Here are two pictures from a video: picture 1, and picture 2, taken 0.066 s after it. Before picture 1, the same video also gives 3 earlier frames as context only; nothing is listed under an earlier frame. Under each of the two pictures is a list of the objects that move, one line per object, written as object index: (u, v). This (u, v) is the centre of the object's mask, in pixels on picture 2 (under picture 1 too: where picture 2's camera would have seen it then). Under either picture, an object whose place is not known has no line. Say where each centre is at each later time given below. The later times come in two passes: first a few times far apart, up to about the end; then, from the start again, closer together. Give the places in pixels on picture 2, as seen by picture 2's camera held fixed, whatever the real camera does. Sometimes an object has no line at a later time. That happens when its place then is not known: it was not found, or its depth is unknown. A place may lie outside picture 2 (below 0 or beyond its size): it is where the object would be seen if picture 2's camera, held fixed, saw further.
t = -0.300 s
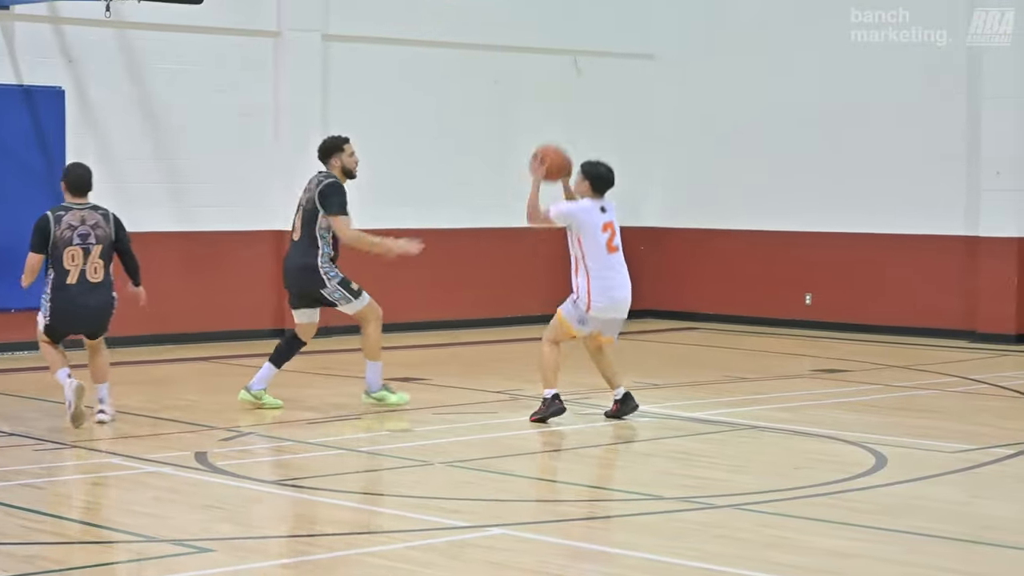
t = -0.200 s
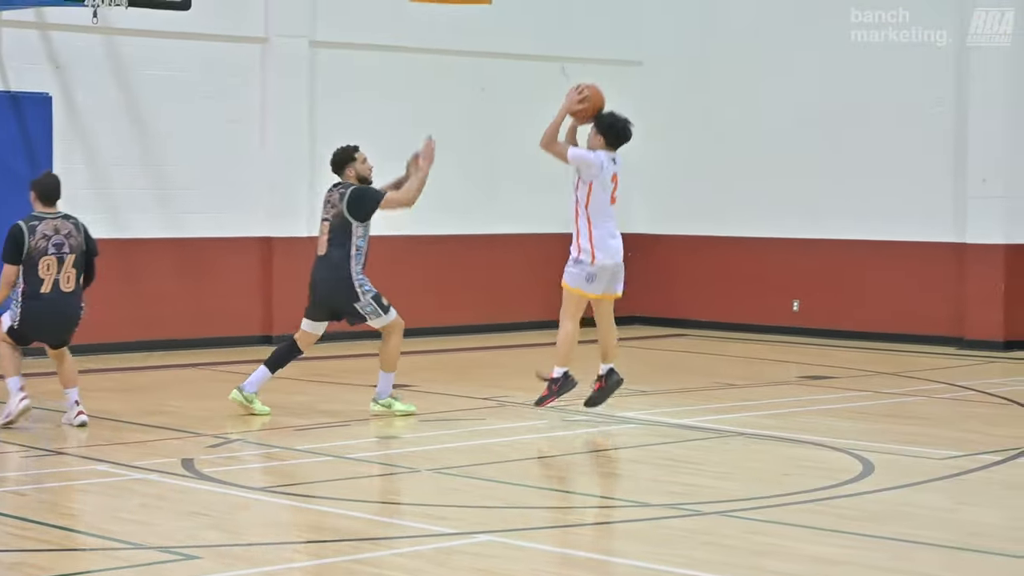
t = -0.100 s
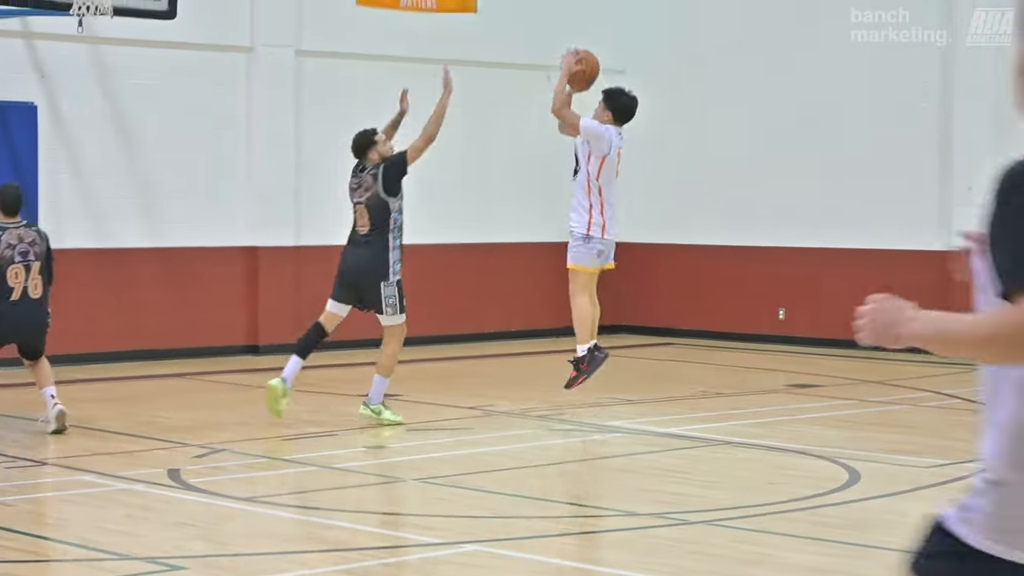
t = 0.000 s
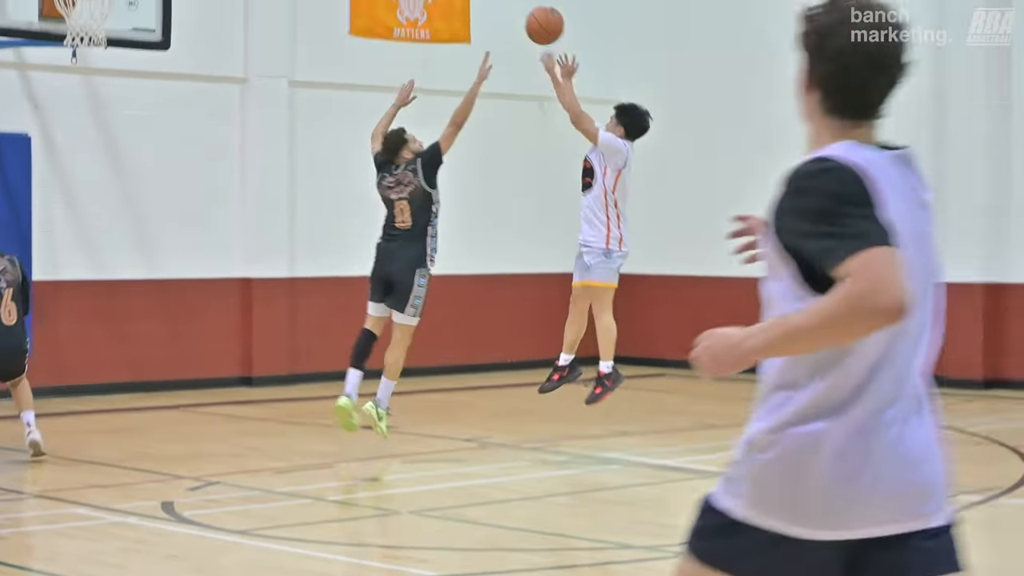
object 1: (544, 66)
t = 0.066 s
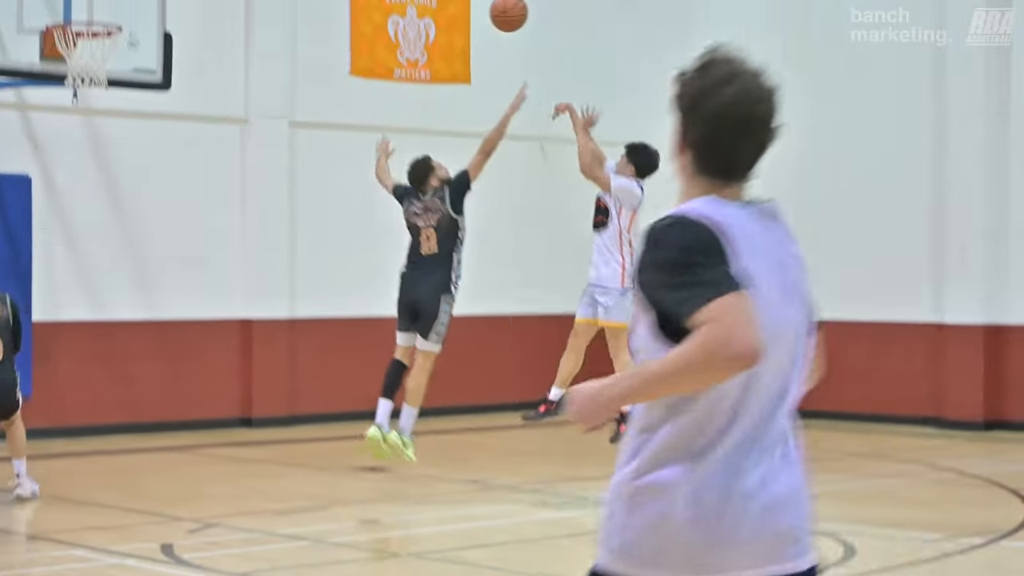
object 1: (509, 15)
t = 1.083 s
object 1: (101, 35)
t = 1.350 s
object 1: (56, 62)
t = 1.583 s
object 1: (61, 109)
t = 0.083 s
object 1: (500, 2)
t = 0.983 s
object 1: (78, 7)
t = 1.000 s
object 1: (70, 13)
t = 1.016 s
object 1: (73, 16)
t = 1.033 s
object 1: (85, 20)
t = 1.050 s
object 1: (90, 29)
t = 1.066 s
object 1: (101, 32)
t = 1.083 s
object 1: (101, 35)
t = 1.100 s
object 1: (95, 40)
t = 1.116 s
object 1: (88, 44)
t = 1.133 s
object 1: (81, 48)
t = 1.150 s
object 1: (78, 54)
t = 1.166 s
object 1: (71, 55)
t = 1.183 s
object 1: (66, 60)
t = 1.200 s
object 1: (64, 66)
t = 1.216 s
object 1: (64, 65)
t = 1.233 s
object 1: (63, 66)
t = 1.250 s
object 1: (61, 64)
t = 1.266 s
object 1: (60, 63)
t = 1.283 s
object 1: (59, 63)
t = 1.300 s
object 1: (58, 63)
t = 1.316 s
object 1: (59, 62)
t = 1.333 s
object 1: (58, 62)
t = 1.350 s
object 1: (56, 62)
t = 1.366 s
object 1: (56, 63)
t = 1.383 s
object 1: (56, 64)
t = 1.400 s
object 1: (57, 66)
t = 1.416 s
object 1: (56, 68)
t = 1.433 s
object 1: (57, 70)
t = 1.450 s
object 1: (57, 72)
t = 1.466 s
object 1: (56, 76)
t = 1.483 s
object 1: (57, 79)
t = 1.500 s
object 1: (58, 83)
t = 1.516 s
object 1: (60, 87)
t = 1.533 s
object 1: (60, 92)
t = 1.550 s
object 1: (61, 97)
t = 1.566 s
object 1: (61, 102)
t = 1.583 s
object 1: (61, 109)
